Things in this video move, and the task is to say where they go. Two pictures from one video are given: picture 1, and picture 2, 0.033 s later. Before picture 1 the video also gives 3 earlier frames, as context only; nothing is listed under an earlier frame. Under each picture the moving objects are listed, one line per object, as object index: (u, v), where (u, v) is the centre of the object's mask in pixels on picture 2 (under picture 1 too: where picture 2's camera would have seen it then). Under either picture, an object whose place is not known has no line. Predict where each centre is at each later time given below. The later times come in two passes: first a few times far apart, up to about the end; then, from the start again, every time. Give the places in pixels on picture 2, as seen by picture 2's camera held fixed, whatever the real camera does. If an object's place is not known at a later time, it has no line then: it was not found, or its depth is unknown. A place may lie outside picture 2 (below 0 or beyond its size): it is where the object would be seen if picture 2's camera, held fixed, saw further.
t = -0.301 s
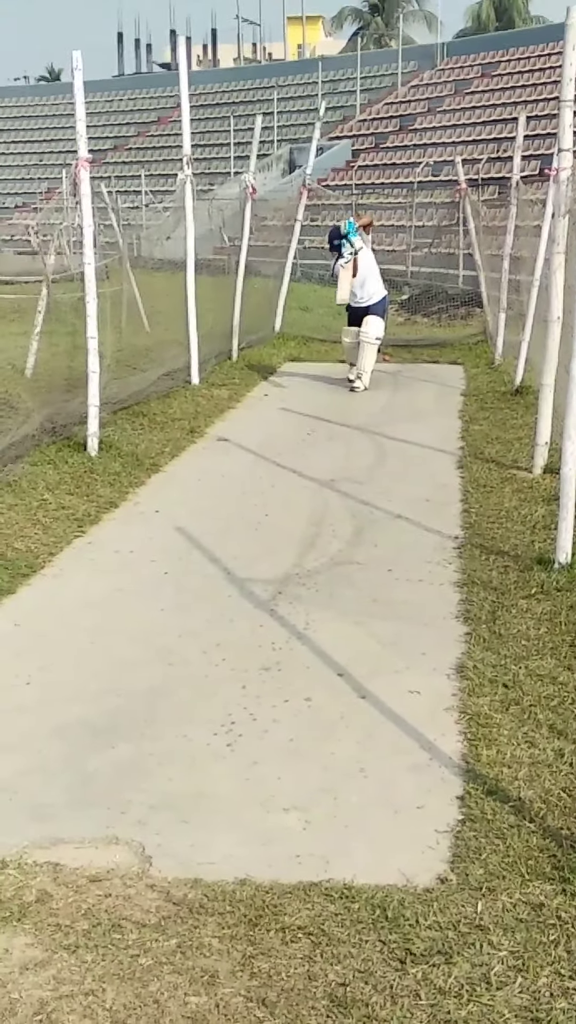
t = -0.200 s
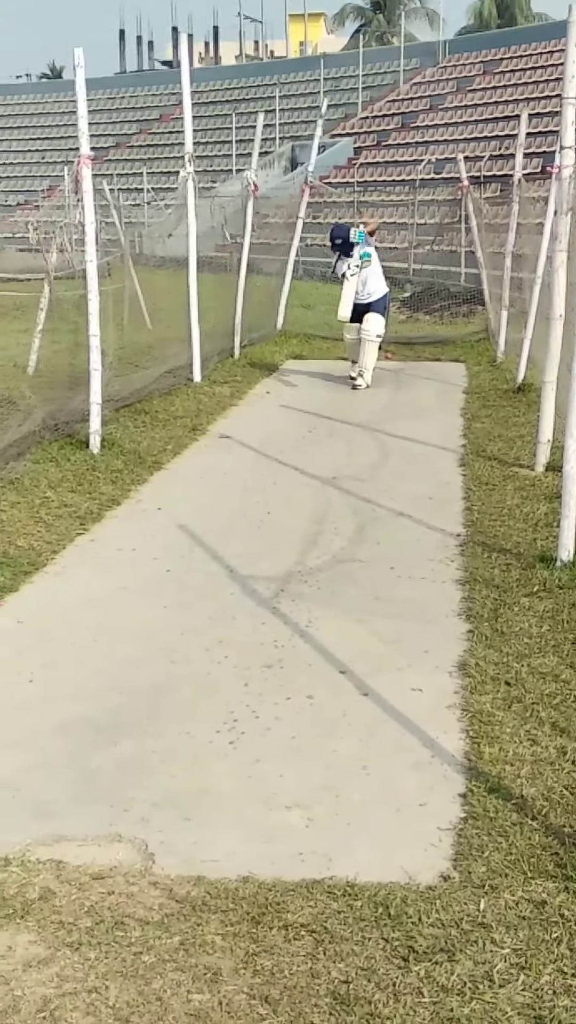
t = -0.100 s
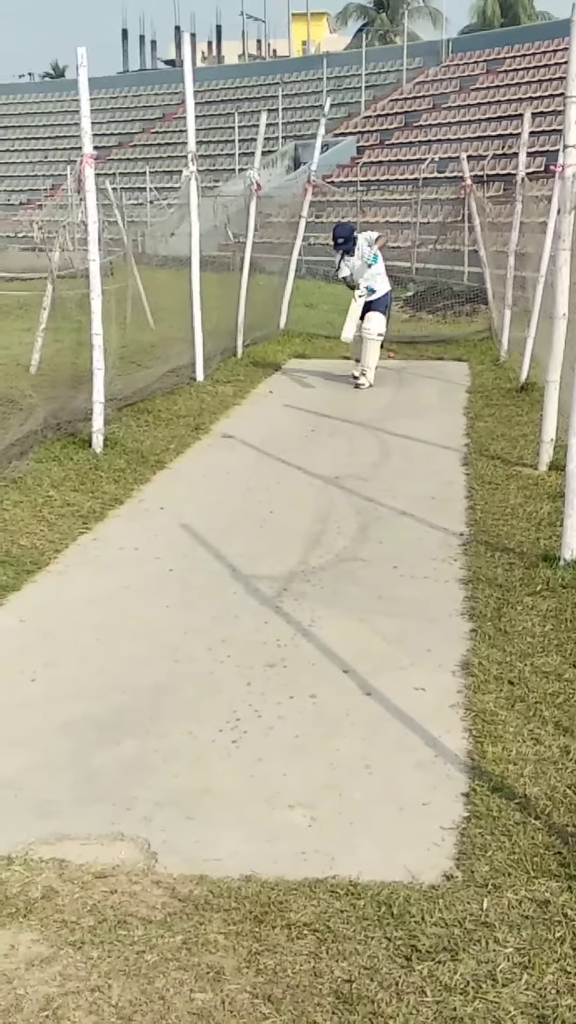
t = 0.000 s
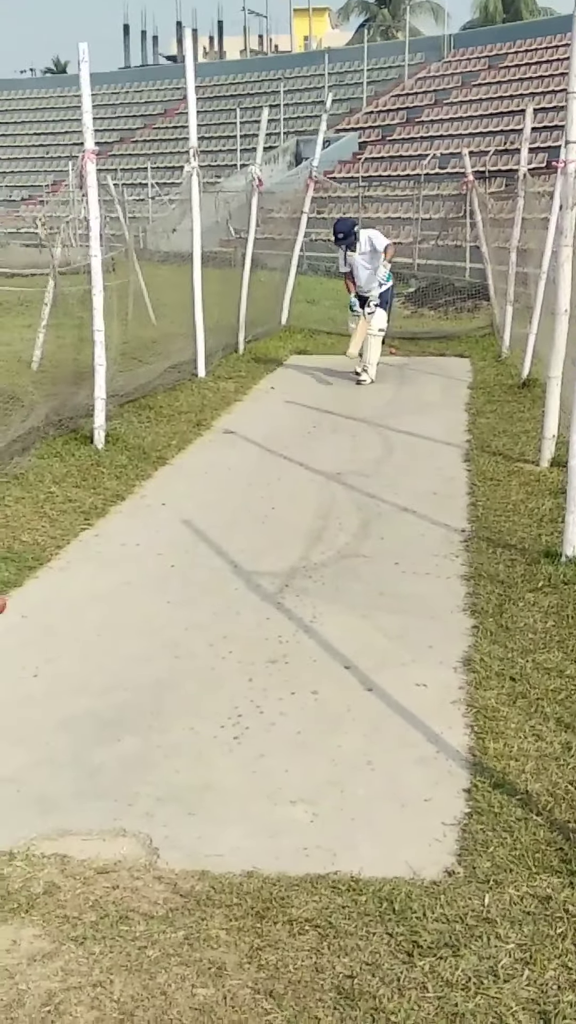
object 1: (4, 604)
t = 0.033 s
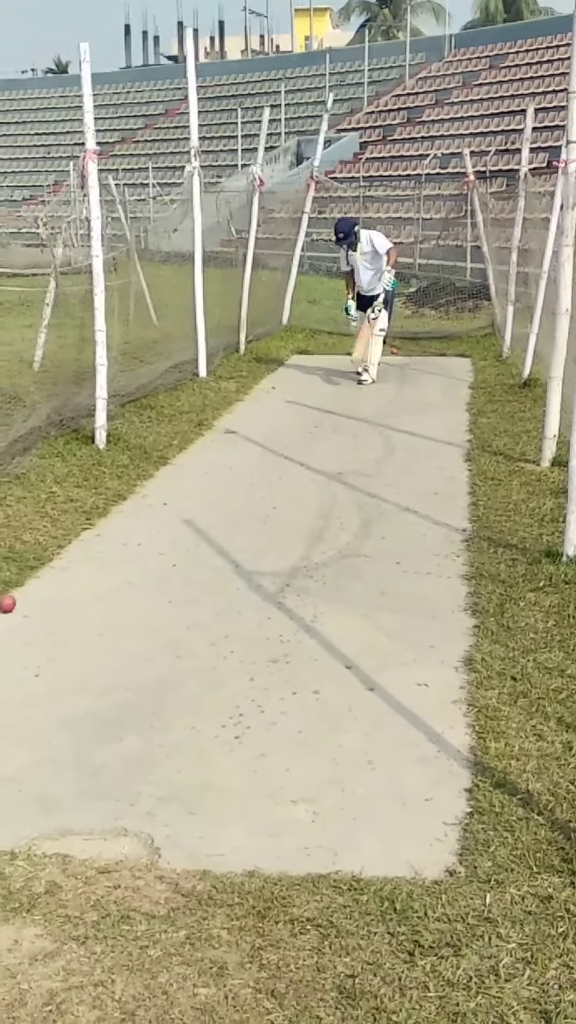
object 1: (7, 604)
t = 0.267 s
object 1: (64, 602)
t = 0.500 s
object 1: (122, 599)
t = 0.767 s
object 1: (186, 595)
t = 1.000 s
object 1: (241, 592)
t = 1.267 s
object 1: (302, 588)
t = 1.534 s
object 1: (361, 585)
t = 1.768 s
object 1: (411, 581)
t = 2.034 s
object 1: (467, 578)
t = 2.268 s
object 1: (498, 573)
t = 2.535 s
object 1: (515, 571)
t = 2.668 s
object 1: (517, 572)
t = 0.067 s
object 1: (14, 604)
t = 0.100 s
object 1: (22, 604)
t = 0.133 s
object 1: (31, 604)
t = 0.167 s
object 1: (39, 603)
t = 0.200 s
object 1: (47, 603)
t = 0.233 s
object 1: (56, 602)
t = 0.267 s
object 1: (64, 602)
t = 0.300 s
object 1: (73, 601)
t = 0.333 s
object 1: (81, 601)
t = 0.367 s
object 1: (89, 601)
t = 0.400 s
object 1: (97, 600)
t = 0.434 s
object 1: (105, 600)
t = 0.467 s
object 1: (114, 599)
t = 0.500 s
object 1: (122, 599)
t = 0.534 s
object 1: (130, 598)
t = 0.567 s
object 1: (138, 598)
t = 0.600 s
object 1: (146, 597)
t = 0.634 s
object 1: (155, 596)
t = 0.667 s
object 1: (162, 596)
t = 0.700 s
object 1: (170, 596)
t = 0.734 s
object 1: (178, 595)
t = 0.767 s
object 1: (186, 595)
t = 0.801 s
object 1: (193, 595)
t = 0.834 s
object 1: (202, 594)
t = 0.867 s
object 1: (210, 593)
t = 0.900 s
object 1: (218, 593)
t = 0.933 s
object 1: (225, 592)
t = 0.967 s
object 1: (233, 592)
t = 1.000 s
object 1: (241, 592)
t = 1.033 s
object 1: (248, 592)
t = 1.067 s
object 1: (256, 592)
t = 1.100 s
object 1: (264, 590)
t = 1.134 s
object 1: (272, 590)
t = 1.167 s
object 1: (280, 589)
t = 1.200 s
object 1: (287, 589)
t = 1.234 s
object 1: (295, 588)
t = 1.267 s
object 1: (302, 588)
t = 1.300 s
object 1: (309, 588)
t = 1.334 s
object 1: (317, 587)
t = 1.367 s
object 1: (324, 586)
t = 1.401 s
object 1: (332, 586)
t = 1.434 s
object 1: (339, 586)
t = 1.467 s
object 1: (346, 586)
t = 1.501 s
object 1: (353, 585)
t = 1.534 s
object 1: (361, 585)
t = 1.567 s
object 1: (369, 584)
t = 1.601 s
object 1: (376, 583)
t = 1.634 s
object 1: (383, 583)
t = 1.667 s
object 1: (390, 582)
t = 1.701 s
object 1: (397, 582)
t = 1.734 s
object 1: (404, 582)
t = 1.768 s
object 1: (411, 581)
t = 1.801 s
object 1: (418, 581)
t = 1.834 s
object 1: (425, 580)
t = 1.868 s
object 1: (433, 580)
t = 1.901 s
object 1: (439, 580)
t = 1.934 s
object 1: (447, 579)
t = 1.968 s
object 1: (453, 579)
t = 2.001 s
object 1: (460, 579)
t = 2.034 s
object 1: (467, 578)
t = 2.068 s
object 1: (474, 577)
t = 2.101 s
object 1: (477, 576)
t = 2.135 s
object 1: (483, 574)
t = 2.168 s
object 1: (486, 574)
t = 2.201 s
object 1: (489, 573)
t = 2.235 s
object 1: (493, 574)
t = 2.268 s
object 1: (498, 573)
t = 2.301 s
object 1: (501, 572)
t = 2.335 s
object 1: (504, 571)
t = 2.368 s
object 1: (509, 571)
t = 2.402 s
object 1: (511, 571)
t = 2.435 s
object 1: (512, 571)
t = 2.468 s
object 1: (513, 571)
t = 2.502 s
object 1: (515, 571)
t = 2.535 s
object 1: (515, 571)
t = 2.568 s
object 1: (515, 571)
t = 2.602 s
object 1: (517, 571)
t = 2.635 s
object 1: (517, 571)
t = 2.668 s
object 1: (517, 572)
